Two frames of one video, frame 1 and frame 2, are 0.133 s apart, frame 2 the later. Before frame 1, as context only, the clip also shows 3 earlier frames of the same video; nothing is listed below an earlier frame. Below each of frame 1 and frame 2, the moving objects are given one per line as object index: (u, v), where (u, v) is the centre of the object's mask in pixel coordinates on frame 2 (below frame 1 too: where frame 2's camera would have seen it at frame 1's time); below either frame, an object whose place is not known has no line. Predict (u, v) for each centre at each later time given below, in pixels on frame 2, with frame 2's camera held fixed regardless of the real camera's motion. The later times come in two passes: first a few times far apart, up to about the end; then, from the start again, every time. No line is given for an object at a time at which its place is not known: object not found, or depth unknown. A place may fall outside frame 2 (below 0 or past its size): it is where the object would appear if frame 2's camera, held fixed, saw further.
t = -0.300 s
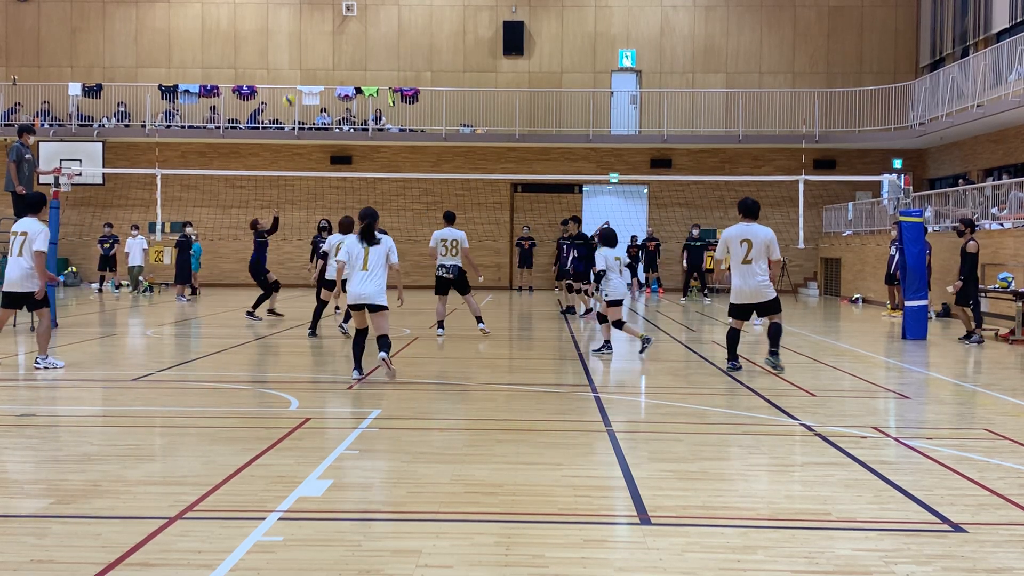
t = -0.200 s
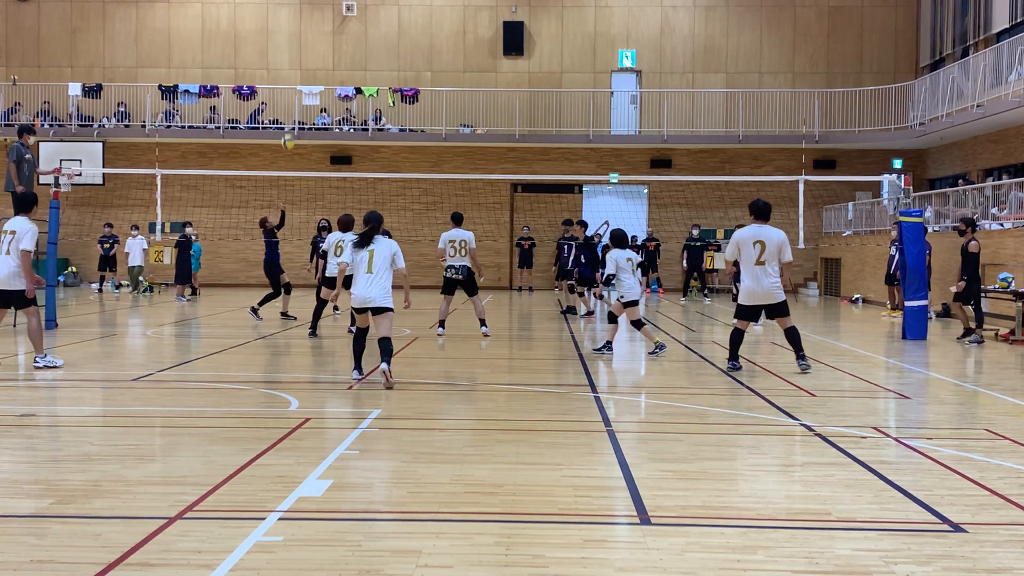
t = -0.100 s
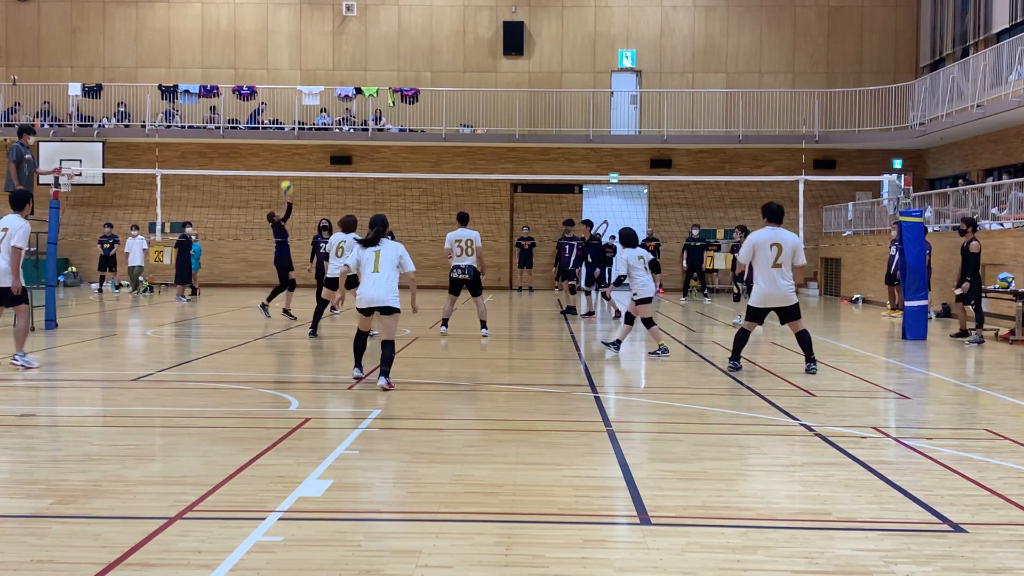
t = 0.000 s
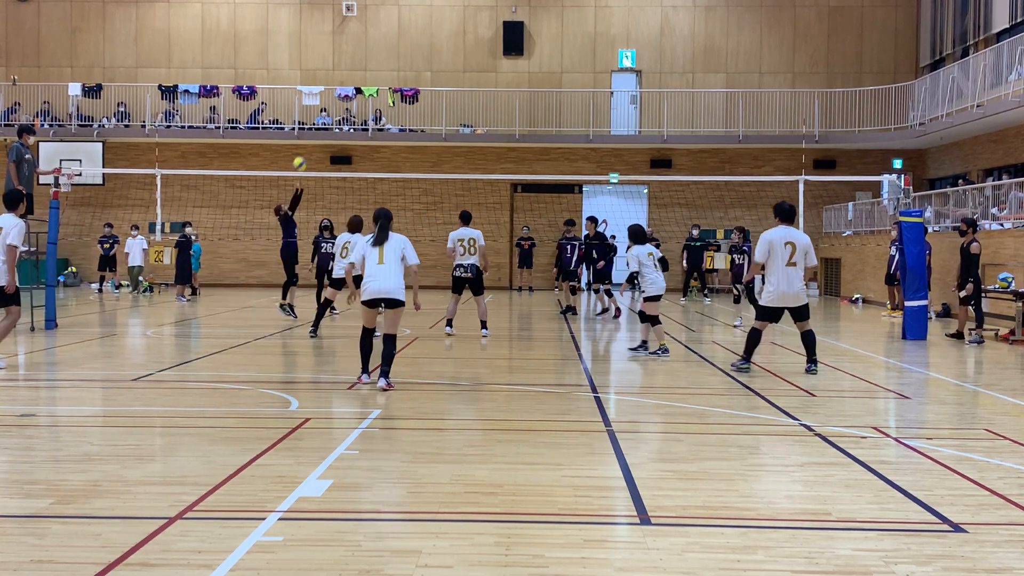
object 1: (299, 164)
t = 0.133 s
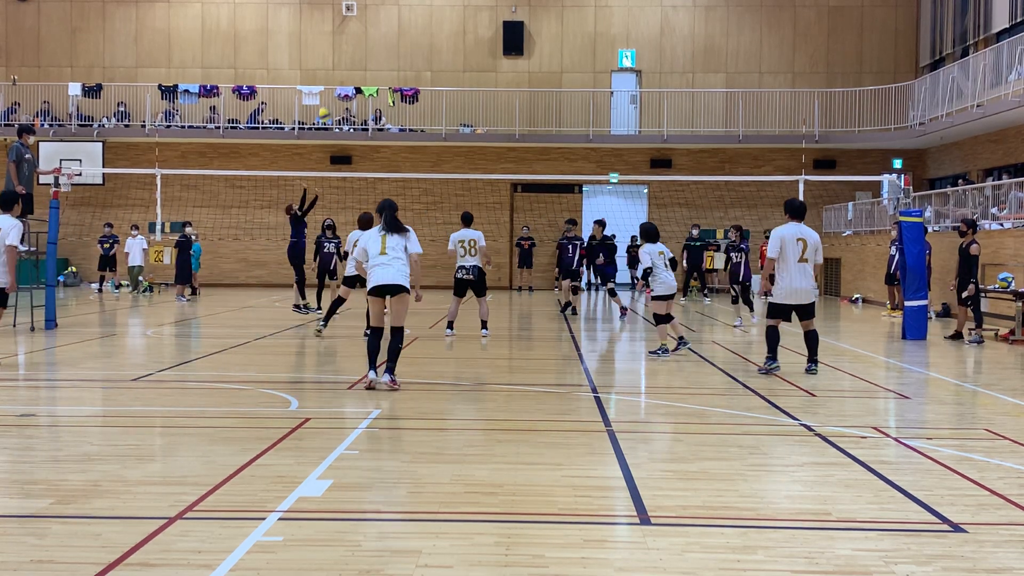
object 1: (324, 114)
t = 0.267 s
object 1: (348, 76)
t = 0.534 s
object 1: (395, 33)
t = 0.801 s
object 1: (441, 37)
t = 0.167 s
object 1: (330, 103)
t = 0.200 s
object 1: (336, 93)
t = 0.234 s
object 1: (342, 84)
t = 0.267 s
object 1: (348, 76)
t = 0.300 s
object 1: (354, 68)
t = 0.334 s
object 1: (360, 61)
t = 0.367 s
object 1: (366, 54)
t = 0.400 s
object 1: (372, 48)
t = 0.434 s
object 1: (377, 44)
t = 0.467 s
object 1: (383, 39)
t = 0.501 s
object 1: (389, 36)
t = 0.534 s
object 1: (395, 33)
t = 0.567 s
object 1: (401, 31)
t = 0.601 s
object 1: (406, 30)
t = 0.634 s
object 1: (412, 29)
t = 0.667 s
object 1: (418, 29)
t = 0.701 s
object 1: (424, 30)
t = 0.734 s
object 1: (429, 32)
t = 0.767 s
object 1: (435, 34)
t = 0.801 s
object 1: (441, 37)
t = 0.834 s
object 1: (446, 40)
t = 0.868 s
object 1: (452, 44)
